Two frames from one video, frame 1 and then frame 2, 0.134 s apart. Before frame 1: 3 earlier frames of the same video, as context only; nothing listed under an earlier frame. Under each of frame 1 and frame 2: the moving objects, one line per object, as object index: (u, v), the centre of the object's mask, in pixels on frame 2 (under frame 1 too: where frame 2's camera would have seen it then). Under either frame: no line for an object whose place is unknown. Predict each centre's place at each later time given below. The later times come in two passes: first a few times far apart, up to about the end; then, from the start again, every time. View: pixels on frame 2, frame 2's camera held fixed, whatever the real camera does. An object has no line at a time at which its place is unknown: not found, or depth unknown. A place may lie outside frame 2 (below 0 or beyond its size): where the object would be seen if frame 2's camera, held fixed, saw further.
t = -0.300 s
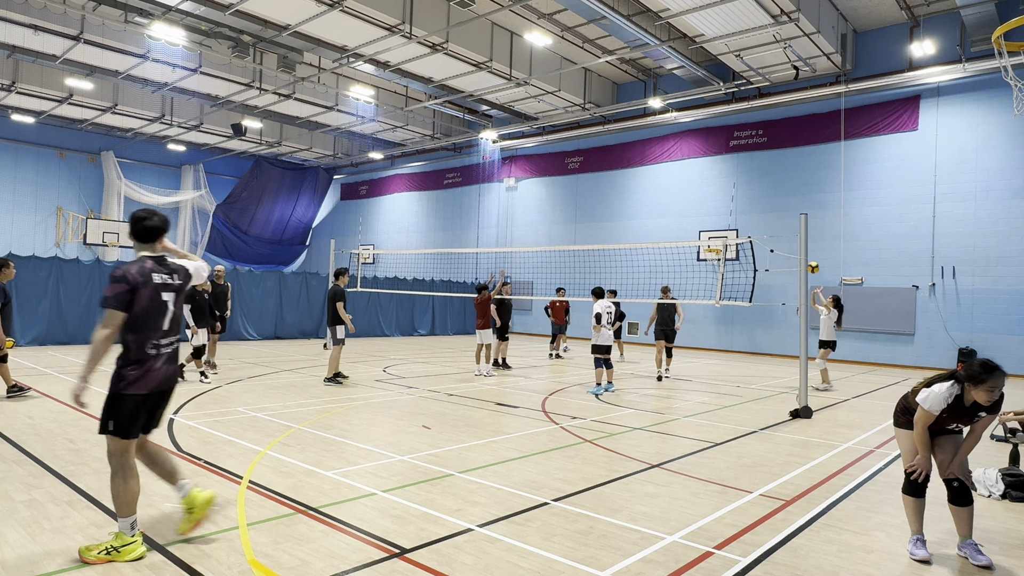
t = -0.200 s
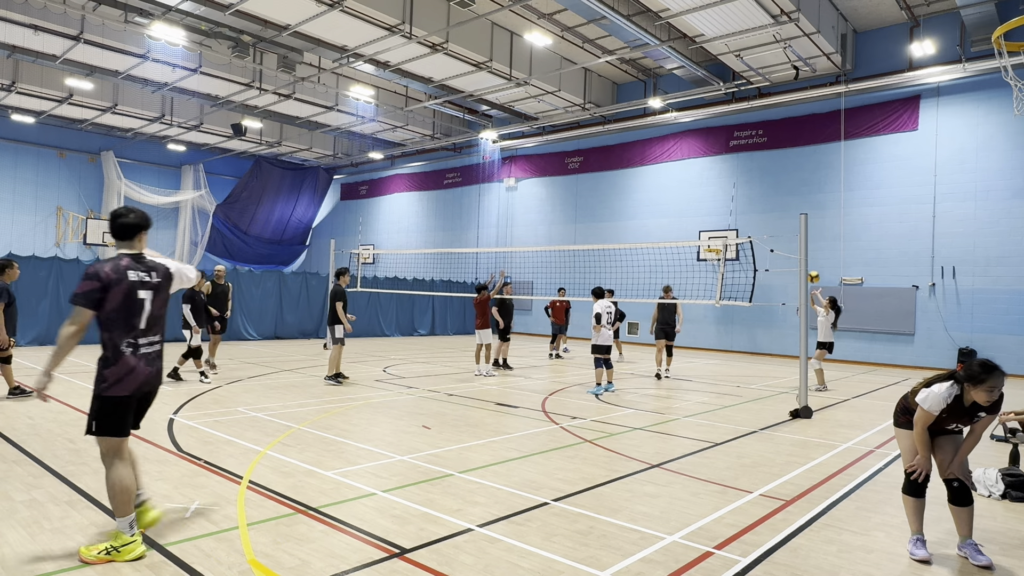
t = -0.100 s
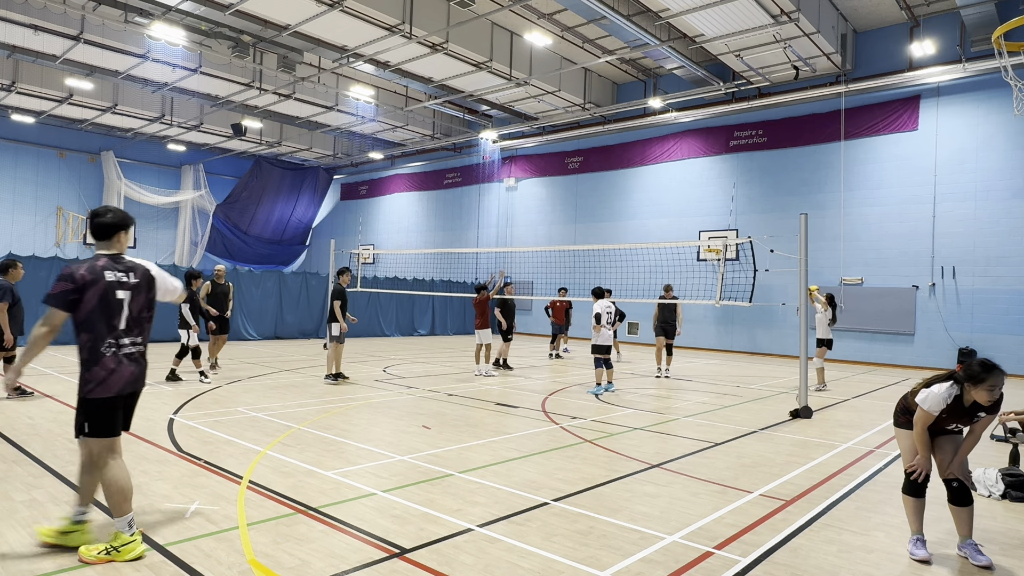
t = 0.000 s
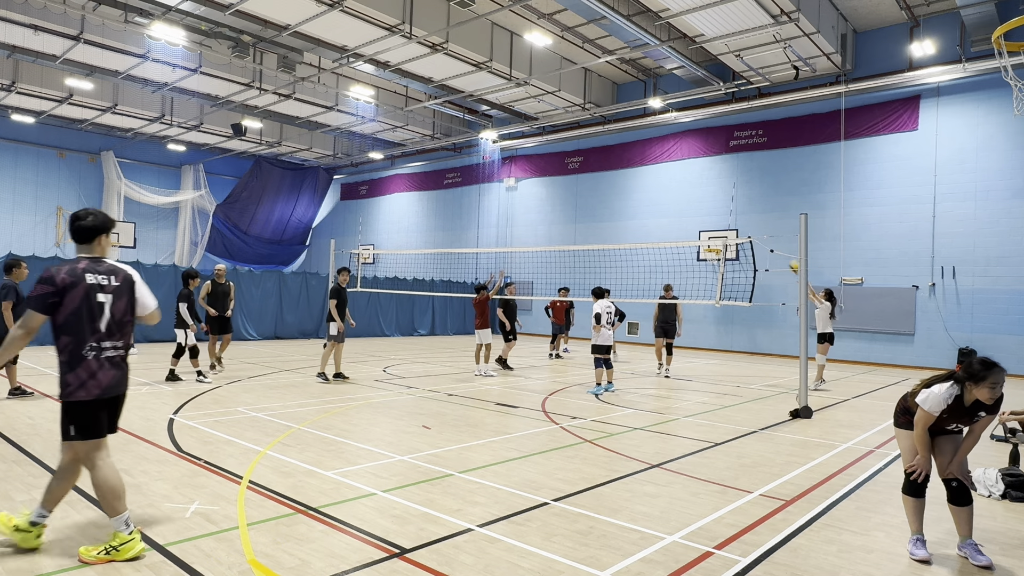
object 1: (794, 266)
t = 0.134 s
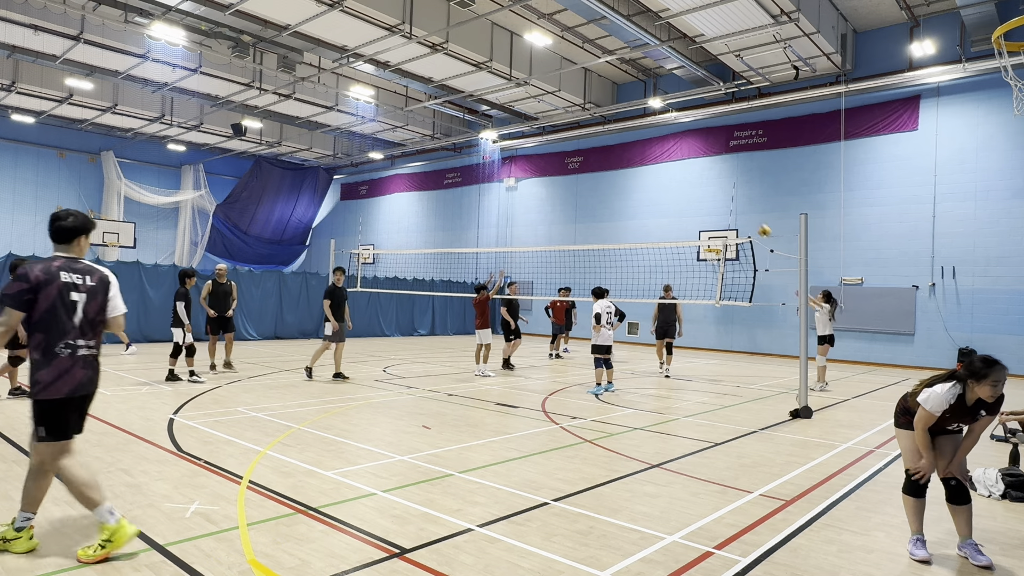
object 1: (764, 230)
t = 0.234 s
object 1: (741, 210)
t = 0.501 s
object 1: (684, 185)
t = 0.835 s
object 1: (617, 206)
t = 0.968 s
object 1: (592, 228)
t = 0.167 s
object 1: (757, 223)
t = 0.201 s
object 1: (749, 216)
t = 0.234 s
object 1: (741, 210)
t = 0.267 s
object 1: (733, 205)
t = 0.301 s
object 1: (725, 200)
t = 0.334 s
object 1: (718, 196)
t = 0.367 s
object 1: (711, 193)
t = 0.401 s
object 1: (705, 190)
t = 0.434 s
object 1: (697, 188)
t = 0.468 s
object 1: (691, 186)
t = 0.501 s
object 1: (684, 185)
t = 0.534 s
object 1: (677, 185)
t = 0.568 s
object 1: (670, 185)
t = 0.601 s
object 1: (663, 186)
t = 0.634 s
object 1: (656, 187)
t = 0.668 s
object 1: (650, 189)
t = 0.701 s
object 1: (643, 191)
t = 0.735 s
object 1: (636, 194)
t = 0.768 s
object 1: (630, 197)
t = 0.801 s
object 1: (623, 201)
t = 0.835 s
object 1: (617, 206)
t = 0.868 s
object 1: (611, 211)
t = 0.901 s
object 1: (605, 216)
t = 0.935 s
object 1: (599, 222)
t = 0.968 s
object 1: (592, 228)
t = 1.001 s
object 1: (586, 235)
